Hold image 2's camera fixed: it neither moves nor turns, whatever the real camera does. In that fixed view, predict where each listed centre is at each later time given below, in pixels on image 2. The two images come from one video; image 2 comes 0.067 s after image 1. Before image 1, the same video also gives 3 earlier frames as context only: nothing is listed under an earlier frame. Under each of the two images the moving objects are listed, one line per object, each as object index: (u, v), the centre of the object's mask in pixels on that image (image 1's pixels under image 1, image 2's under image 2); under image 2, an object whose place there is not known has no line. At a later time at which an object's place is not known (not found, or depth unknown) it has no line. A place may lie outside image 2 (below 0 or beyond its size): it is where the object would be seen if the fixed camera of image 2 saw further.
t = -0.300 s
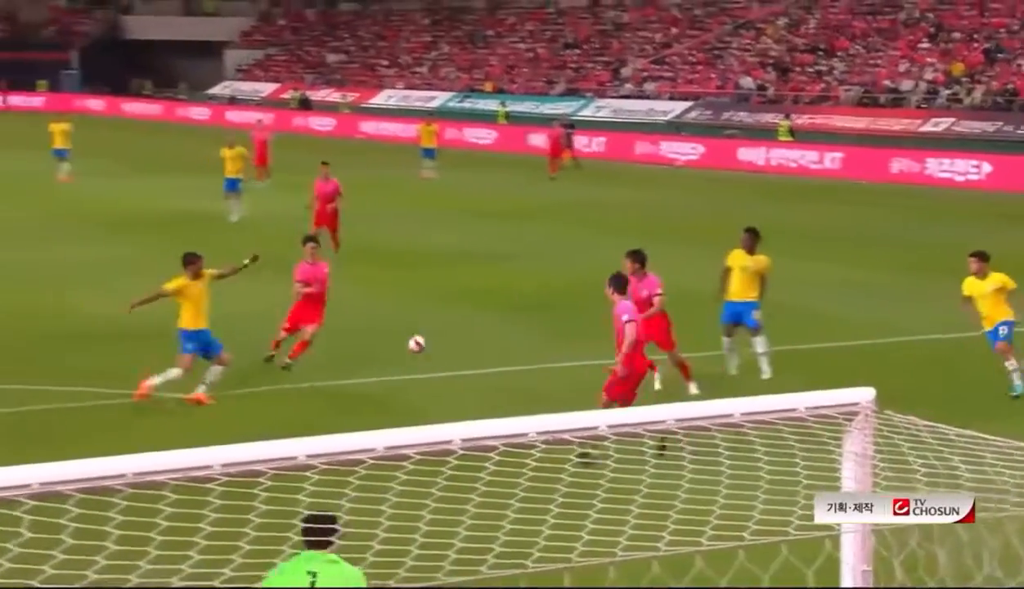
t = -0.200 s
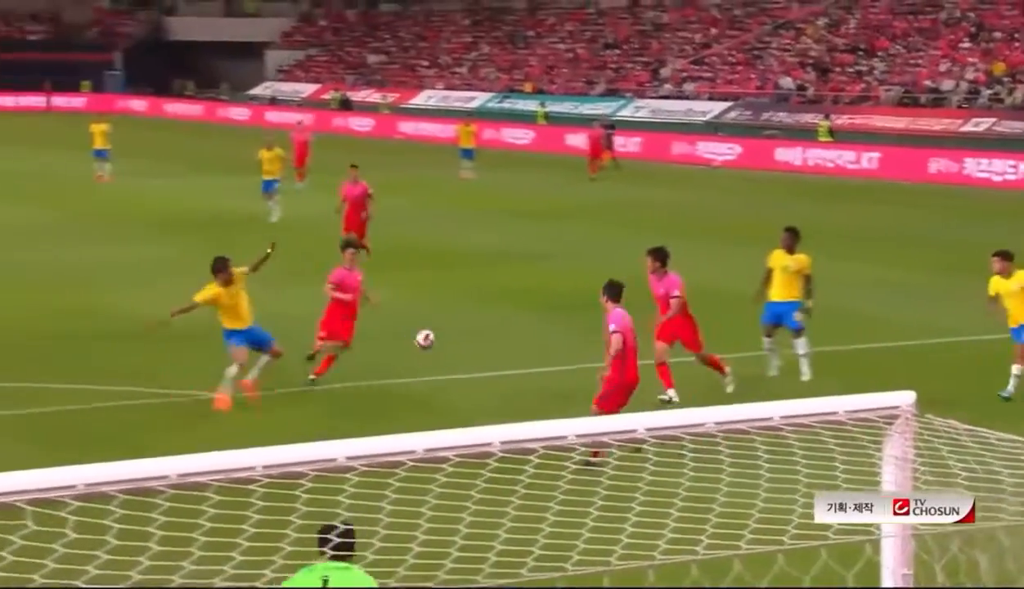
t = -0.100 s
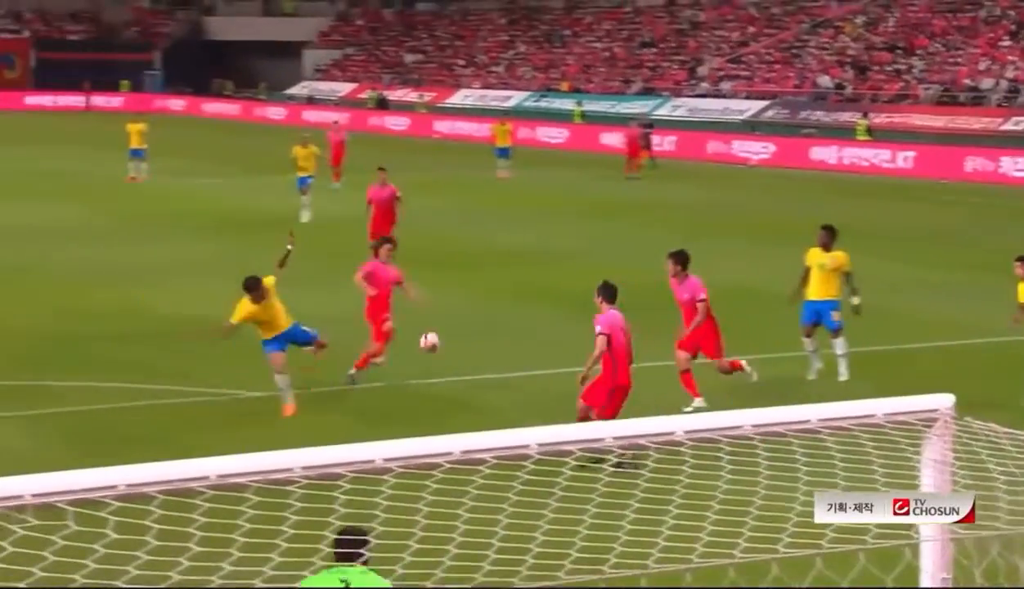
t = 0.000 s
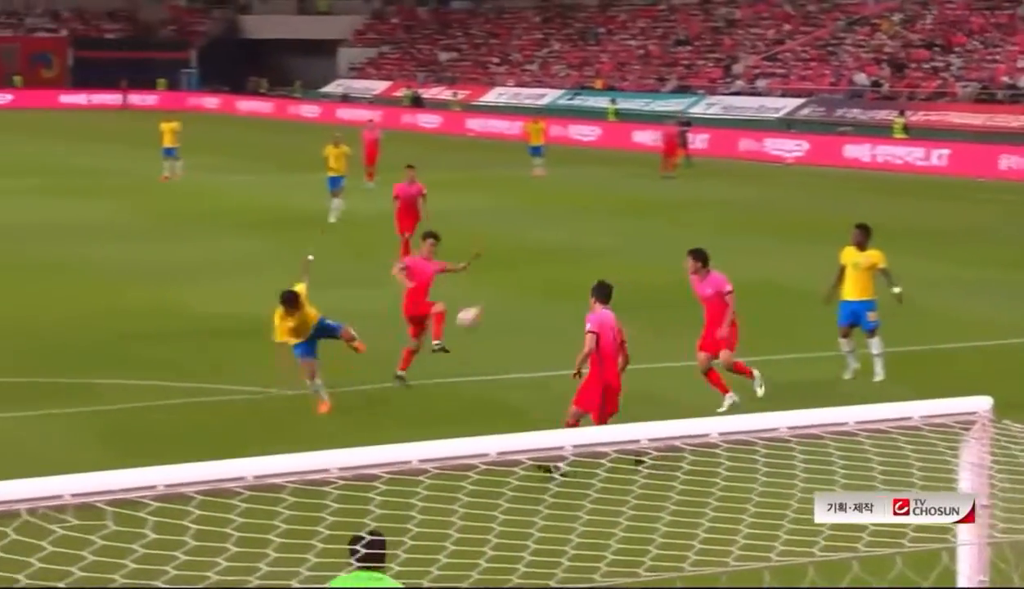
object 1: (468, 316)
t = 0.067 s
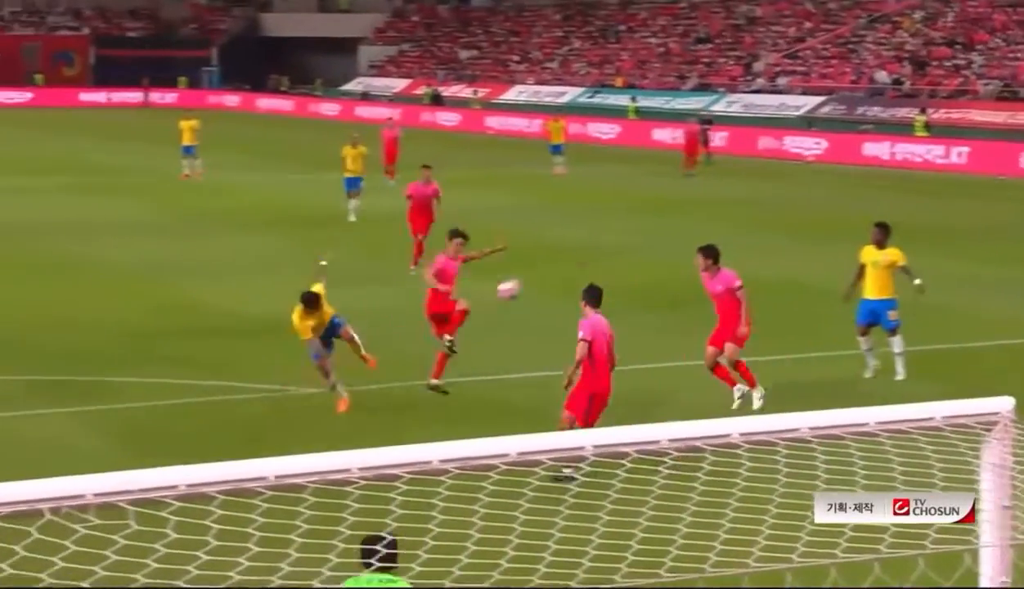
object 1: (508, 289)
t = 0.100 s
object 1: (518, 278)
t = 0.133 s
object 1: (529, 266)
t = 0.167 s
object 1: (541, 256)
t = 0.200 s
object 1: (552, 248)
